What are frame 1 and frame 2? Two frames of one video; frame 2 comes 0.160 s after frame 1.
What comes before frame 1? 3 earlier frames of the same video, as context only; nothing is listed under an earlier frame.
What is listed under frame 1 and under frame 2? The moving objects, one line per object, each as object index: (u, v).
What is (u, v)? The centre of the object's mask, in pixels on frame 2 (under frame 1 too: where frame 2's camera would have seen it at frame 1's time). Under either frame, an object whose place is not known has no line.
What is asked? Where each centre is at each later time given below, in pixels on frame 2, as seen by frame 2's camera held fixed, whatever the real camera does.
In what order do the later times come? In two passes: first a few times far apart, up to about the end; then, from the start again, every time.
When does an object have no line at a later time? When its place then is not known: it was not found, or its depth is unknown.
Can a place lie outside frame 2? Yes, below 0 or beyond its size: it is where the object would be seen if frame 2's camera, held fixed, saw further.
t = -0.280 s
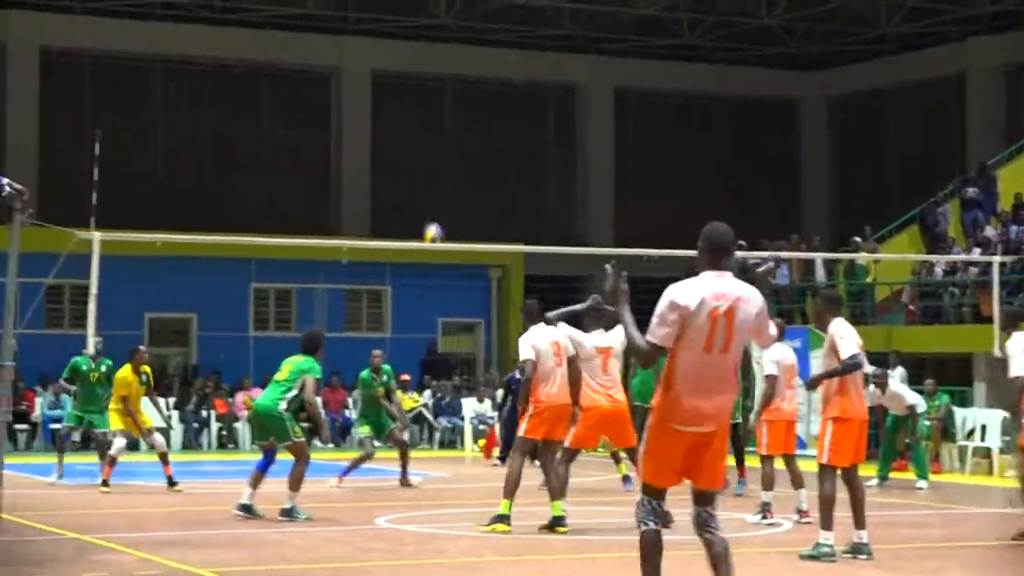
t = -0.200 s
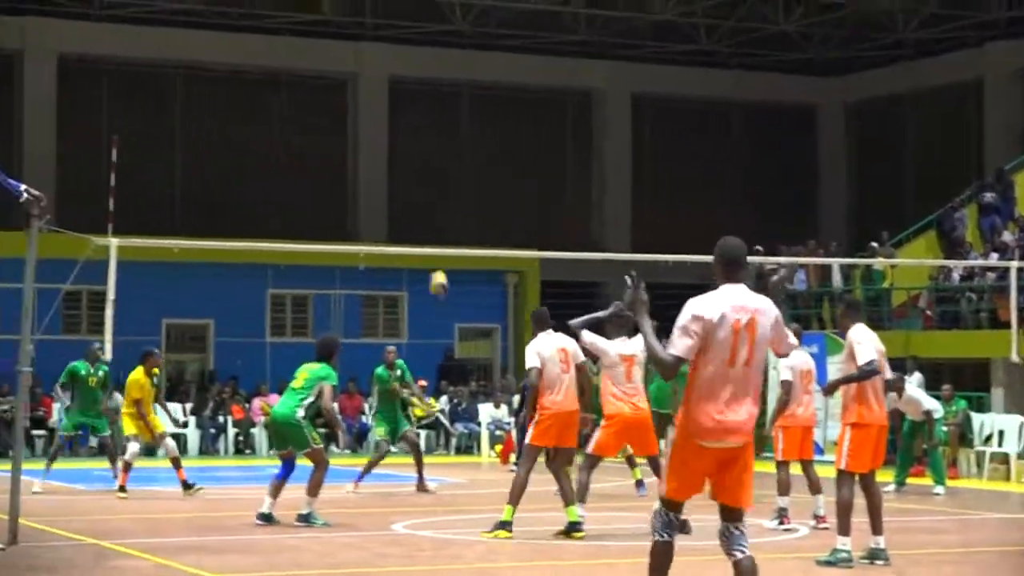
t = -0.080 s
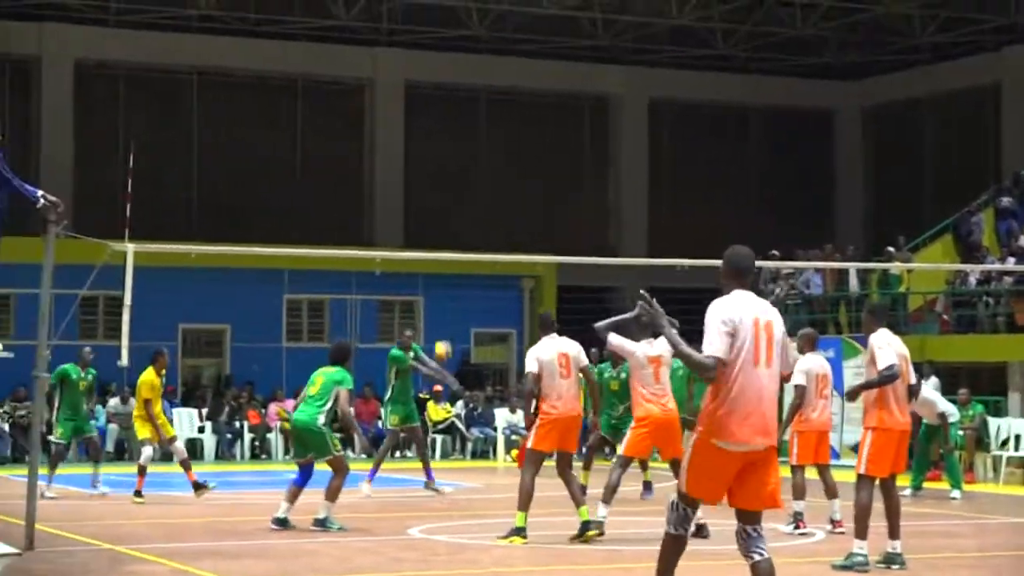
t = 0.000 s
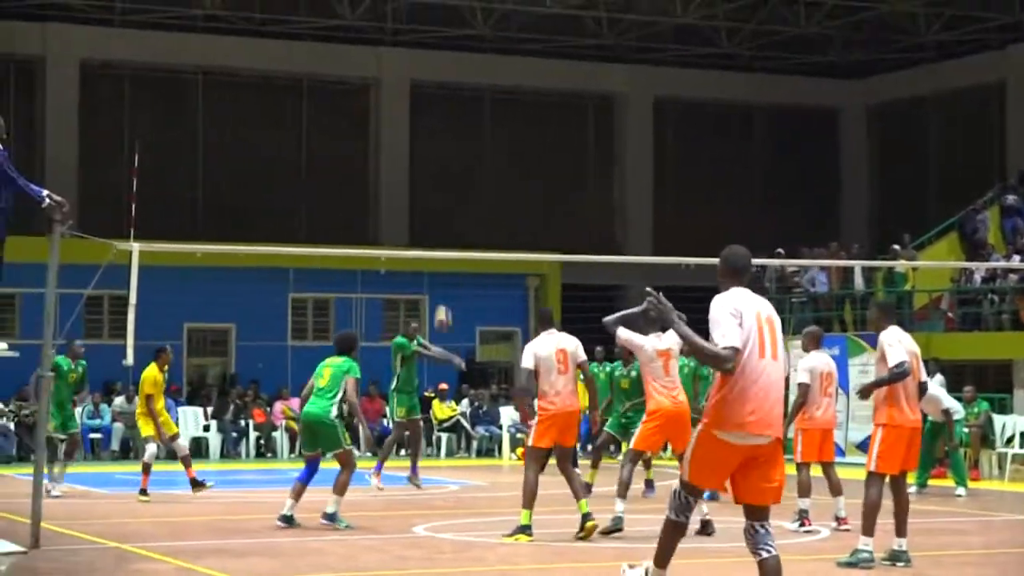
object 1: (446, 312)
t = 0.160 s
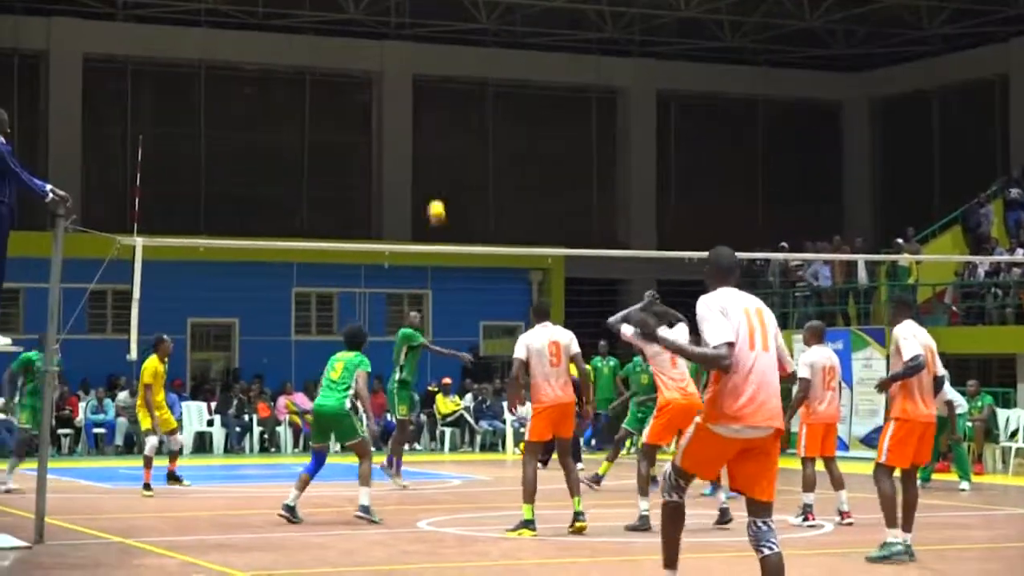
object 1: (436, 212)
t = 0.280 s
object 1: (429, 151)
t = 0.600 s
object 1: (408, 42)
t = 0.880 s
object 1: (390, 22)
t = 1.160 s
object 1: (371, 75)
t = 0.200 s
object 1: (433, 190)
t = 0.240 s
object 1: (431, 169)
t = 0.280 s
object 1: (429, 151)
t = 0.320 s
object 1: (426, 133)
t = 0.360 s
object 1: (423, 116)
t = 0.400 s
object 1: (421, 101)
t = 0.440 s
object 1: (419, 87)
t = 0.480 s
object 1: (416, 72)
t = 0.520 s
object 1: (412, 59)
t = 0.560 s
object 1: (411, 51)
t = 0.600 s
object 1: (408, 42)
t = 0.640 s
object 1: (406, 36)
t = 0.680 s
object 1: (403, 30)
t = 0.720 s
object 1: (401, 26)
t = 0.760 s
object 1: (398, 23)
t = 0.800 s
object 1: (396, 21)
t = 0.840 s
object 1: (393, 21)
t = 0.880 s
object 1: (390, 22)
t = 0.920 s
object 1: (387, 26)
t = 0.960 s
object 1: (385, 29)
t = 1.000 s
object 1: (383, 34)
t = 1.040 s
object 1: (378, 41)
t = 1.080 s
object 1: (377, 51)
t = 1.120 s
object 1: (375, 63)
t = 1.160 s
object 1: (371, 75)
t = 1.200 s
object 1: (368, 89)
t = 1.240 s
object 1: (366, 105)
